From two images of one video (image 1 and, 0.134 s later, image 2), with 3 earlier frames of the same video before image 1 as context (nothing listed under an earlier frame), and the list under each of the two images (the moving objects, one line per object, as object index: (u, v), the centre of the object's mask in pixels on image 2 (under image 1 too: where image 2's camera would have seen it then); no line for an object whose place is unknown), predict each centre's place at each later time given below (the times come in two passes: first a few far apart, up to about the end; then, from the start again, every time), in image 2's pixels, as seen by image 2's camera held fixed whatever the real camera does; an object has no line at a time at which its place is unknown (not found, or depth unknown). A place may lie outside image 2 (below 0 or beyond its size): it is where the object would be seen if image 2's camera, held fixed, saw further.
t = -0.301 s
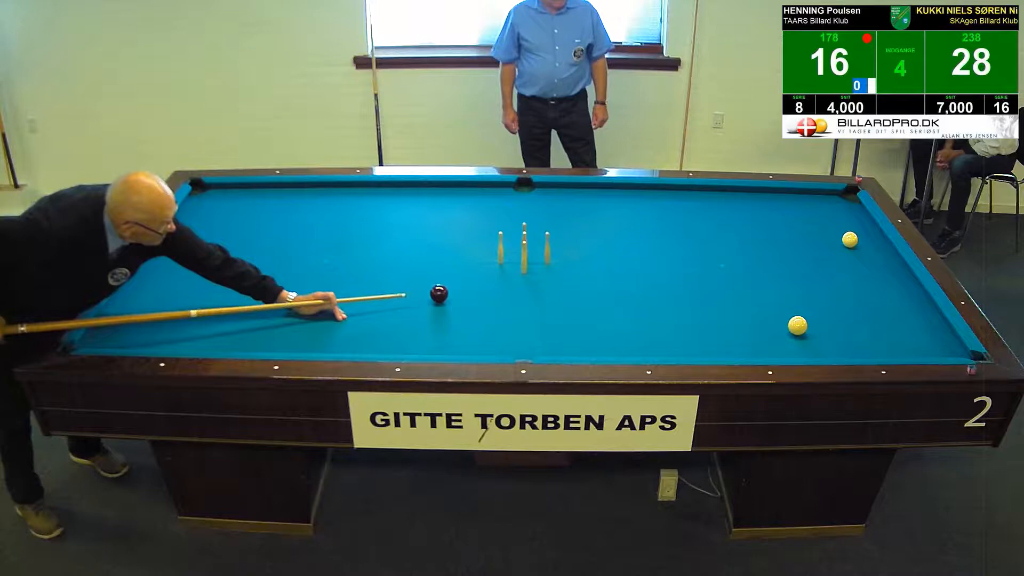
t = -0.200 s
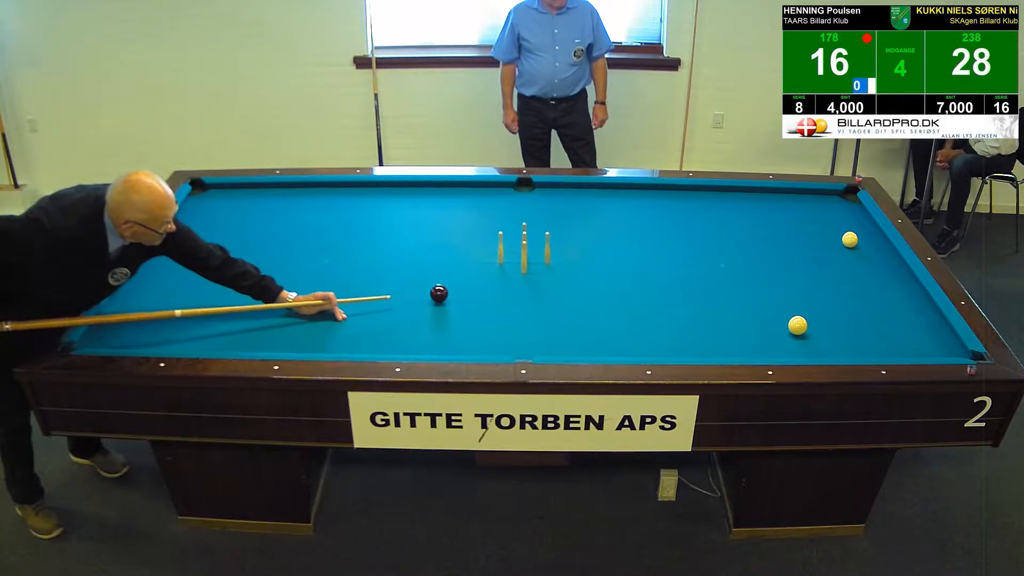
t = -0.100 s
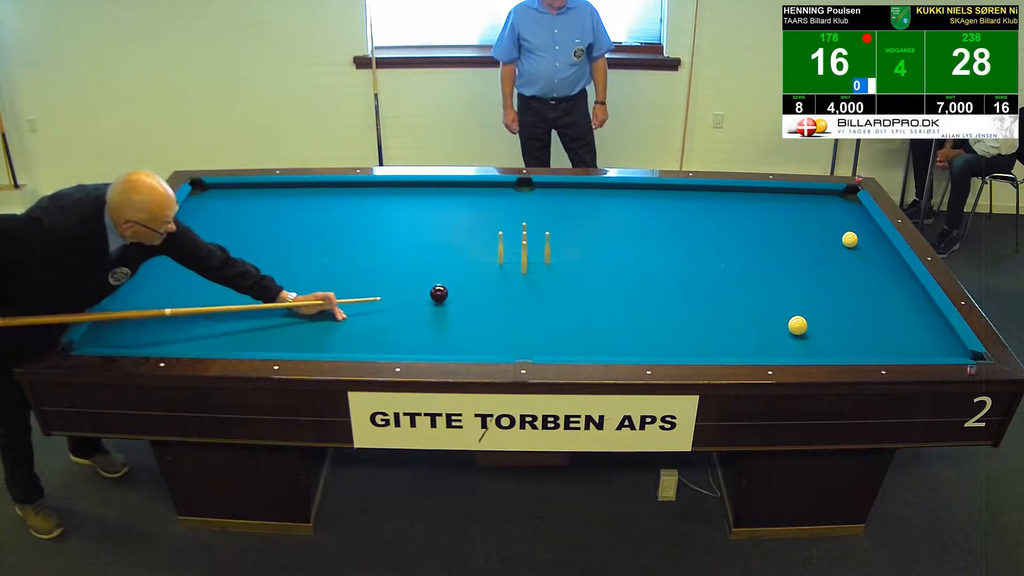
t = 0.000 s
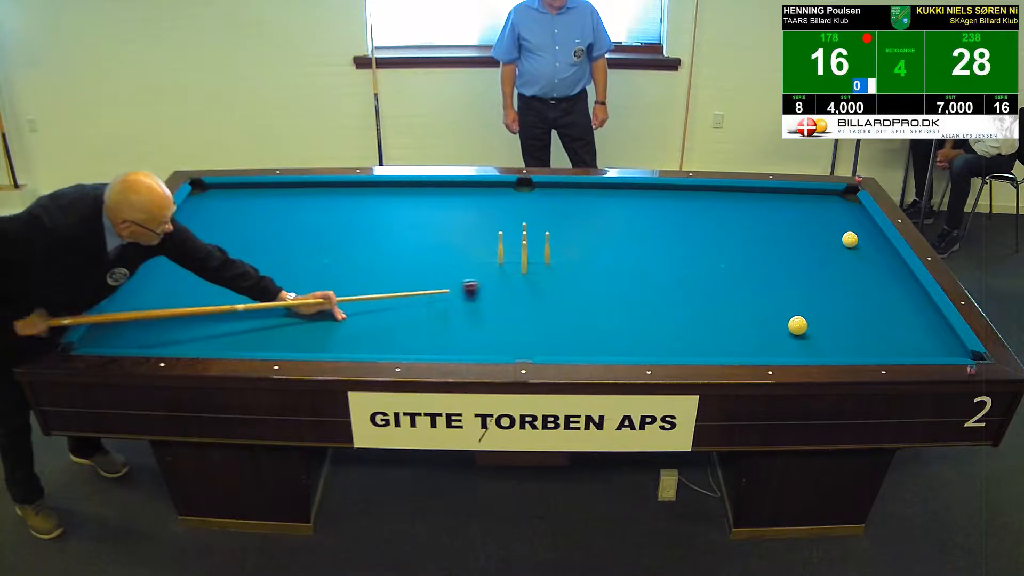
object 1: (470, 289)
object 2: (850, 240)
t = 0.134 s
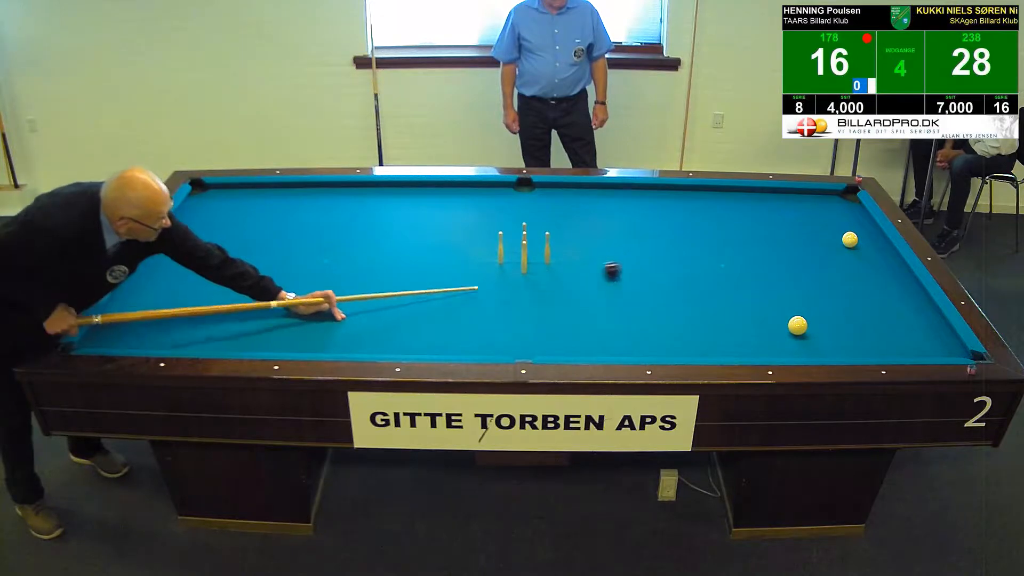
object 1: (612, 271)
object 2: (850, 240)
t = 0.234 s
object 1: (703, 258)
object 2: (850, 240)
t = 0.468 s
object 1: (833, 237)
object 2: (883, 239)
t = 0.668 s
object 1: (839, 224)
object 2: (790, 234)
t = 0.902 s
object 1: (852, 211)
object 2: (691, 229)
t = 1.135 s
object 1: (844, 197)
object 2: (592, 226)
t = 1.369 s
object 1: (827, 198)
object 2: (493, 222)
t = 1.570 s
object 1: (816, 205)
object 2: (410, 220)
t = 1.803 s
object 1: (802, 213)
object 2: (317, 218)
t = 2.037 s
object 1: (788, 221)
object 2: (230, 217)
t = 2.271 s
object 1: (773, 229)
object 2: (199, 215)
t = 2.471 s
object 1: (760, 236)
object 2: (247, 215)
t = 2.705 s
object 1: (745, 245)
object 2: (299, 214)
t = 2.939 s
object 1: (729, 254)
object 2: (352, 214)
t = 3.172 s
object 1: (713, 263)
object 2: (404, 214)
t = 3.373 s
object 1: (699, 271)
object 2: (449, 214)
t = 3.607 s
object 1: (683, 280)
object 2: (501, 214)
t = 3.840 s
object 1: (666, 290)
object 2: (553, 215)
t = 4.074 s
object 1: (649, 299)
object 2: (603, 216)
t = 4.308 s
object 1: (632, 309)
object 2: (652, 217)
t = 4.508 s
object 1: (618, 318)
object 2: (693, 218)
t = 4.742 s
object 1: (600, 327)
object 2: (739, 219)
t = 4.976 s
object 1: (583, 337)
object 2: (784, 221)
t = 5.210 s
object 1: (565, 346)
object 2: (826, 222)
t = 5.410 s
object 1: (550, 351)
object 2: (861, 223)
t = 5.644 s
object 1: (539, 347)
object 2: (852, 223)
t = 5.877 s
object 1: (529, 343)
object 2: (829, 223)
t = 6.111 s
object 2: (805, 222)
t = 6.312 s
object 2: (785, 221)
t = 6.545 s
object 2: (762, 221)
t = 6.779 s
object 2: (740, 220)
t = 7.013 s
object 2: (718, 220)
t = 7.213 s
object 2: (700, 219)
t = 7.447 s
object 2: (679, 219)
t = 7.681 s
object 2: (658, 218)
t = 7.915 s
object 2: (638, 218)
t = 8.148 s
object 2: (619, 218)
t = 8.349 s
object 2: (603, 217)
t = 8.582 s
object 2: (585, 217)
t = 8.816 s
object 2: (568, 217)
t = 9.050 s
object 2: (552, 217)
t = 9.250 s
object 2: (538, 217)
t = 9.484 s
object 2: (523, 216)
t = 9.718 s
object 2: (508, 216)
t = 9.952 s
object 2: (495, 217)
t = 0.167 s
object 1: (644, 267)
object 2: (850, 240)
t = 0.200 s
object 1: (675, 262)
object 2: (850, 240)
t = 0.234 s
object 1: (703, 258)
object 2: (850, 240)
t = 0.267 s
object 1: (730, 255)
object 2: (850, 240)
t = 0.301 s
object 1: (757, 252)
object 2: (850, 240)
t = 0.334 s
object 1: (782, 248)
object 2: (850, 240)
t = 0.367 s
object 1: (805, 245)
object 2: (850, 240)
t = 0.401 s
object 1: (827, 242)
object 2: (850, 240)
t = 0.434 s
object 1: (835, 239)
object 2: (864, 239)
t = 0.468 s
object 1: (833, 237)
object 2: (883, 239)
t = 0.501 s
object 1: (833, 235)
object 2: (868, 238)
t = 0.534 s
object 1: (833, 233)
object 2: (852, 237)
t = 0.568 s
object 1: (832, 226)
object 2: (835, 236)
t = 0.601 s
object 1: (834, 228)
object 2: (819, 236)
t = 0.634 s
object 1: (837, 226)
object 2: (804, 235)
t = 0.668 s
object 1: (839, 224)
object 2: (790, 234)
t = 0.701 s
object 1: (840, 222)
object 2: (775, 233)
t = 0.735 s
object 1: (842, 220)
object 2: (761, 233)
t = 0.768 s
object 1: (844, 219)
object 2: (747, 232)
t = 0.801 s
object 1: (846, 216)
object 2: (733, 231)
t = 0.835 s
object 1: (848, 214)
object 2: (719, 231)
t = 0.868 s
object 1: (850, 213)
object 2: (705, 230)
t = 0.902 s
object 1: (852, 211)
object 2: (691, 229)
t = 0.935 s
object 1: (854, 209)
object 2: (677, 229)
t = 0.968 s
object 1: (855, 208)
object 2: (663, 228)
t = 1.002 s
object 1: (857, 206)
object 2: (649, 228)
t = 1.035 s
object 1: (853, 204)
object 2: (634, 227)
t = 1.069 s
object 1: (851, 202)
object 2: (620, 227)
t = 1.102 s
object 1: (847, 199)
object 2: (606, 226)
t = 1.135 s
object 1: (844, 197)
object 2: (592, 226)
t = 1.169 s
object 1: (840, 196)
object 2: (578, 225)
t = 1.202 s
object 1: (837, 194)
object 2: (563, 225)
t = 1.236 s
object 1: (835, 195)
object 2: (549, 224)
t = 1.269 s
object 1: (833, 196)
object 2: (536, 224)
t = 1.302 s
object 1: (831, 197)
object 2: (521, 223)
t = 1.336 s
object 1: (829, 197)
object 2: (507, 223)
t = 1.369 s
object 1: (827, 198)
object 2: (493, 222)
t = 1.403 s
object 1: (825, 199)
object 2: (479, 222)
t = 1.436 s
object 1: (823, 200)
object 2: (465, 222)
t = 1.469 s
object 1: (821, 202)
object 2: (452, 221)
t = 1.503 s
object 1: (820, 203)
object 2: (437, 221)
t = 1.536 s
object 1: (818, 204)
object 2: (423, 220)
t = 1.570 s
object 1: (816, 205)
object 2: (410, 220)
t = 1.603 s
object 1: (814, 206)
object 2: (396, 220)
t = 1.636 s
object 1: (812, 207)
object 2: (383, 219)
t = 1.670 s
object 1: (810, 208)
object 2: (370, 219)
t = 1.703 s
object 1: (808, 209)
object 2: (356, 219)
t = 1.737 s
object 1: (806, 211)
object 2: (343, 219)
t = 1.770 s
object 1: (804, 212)
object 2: (330, 218)
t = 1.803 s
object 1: (802, 213)
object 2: (317, 218)
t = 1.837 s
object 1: (800, 214)
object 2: (304, 218)
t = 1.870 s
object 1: (798, 215)
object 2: (291, 218)
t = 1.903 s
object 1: (796, 216)
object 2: (279, 217)
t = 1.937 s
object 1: (794, 217)
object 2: (266, 217)
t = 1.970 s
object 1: (792, 219)
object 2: (254, 217)
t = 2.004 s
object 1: (790, 220)
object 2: (242, 217)
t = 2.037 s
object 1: (788, 221)
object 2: (230, 217)
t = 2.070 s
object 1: (786, 222)
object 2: (217, 216)
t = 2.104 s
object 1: (783, 223)
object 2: (205, 216)
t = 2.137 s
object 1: (781, 225)
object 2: (194, 216)
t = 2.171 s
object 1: (779, 226)
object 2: (182, 216)
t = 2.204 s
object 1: (777, 227)
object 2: (180, 216)
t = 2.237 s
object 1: (775, 228)
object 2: (189, 216)
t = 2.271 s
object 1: (773, 229)
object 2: (199, 215)
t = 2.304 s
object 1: (771, 231)
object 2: (208, 215)
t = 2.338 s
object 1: (769, 232)
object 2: (217, 215)
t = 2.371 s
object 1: (767, 233)
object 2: (225, 215)
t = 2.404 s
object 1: (764, 234)
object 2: (233, 215)
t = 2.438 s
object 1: (762, 235)
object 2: (240, 215)
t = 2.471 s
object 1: (760, 236)
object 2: (247, 215)
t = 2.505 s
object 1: (758, 238)
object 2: (255, 215)
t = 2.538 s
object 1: (756, 239)
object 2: (262, 215)
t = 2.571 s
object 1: (754, 240)
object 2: (270, 214)
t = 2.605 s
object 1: (751, 241)
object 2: (277, 214)
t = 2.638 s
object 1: (749, 243)
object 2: (284, 214)
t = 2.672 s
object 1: (747, 244)
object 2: (292, 214)
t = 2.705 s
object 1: (745, 245)
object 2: (299, 214)
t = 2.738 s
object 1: (743, 246)
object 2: (307, 214)
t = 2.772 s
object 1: (740, 248)
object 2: (314, 214)
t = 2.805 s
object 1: (738, 249)
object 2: (322, 214)
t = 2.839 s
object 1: (736, 250)
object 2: (329, 214)
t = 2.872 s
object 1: (734, 252)
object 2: (336, 214)
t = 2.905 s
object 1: (732, 253)
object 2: (344, 214)
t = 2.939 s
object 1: (729, 254)
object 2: (352, 214)
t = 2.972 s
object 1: (727, 255)
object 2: (359, 214)
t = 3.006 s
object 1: (725, 257)
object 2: (367, 214)
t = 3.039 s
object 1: (723, 258)
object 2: (374, 214)
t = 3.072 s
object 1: (720, 259)
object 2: (382, 214)
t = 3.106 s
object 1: (718, 260)
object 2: (389, 214)
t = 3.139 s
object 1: (716, 262)
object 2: (397, 214)
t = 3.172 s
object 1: (713, 263)
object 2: (404, 214)
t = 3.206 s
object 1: (711, 264)
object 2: (412, 214)
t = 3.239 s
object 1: (709, 266)
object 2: (419, 214)
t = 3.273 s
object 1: (706, 267)
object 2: (427, 214)
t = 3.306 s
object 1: (704, 268)
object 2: (434, 214)
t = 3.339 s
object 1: (702, 270)
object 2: (442, 214)
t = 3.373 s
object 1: (699, 271)
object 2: (449, 214)
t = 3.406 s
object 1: (697, 272)
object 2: (457, 214)
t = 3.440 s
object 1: (695, 274)
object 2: (464, 214)
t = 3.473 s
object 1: (692, 275)
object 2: (472, 214)
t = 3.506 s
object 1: (690, 276)
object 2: (479, 214)
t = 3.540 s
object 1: (688, 278)
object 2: (486, 214)
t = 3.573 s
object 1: (685, 279)
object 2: (494, 214)
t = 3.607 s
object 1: (683, 280)
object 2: (501, 214)
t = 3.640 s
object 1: (681, 282)
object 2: (509, 215)
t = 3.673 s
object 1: (678, 283)
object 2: (516, 215)
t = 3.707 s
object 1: (676, 284)
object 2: (524, 214)
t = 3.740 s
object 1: (673, 286)
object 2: (531, 215)
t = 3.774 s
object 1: (671, 287)
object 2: (538, 215)
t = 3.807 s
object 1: (668, 288)
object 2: (545, 215)
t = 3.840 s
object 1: (666, 290)
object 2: (553, 215)
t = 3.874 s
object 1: (664, 291)
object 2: (560, 215)
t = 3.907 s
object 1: (661, 292)
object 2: (567, 215)
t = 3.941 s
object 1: (659, 294)
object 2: (574, 216)
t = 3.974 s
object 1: (657, 295)
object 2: (582, 216)
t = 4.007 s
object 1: (654, 296)
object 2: (589, 216)
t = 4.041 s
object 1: (652, 298)
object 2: (596, 216)
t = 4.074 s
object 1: (649, 299)
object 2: (603, 216)
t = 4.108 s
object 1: (647, 301)
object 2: (610, 216)
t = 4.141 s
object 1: (644, 302)
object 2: (617, 216)
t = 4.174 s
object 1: (642, 303)
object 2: (624, 216)
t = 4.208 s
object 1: (640, 305)
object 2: (631, 216)
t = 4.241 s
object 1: (637, 306)
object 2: (638, 217)
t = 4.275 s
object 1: (635, 307)
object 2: (645, 217)
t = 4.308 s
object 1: (632, 309)
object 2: (652, 217)
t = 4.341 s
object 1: (630, 310)
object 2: (659, 217)
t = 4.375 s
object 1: (627, 312)
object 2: (666, 217)
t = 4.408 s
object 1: (625, 313)
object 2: (673, 217)
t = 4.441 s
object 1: (623, 314)
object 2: (679, 218)
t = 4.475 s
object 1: (620, 316)
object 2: (686, 218)
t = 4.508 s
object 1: (618, 318)
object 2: (693, 218)
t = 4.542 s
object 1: (615, 319)
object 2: (700, 218)
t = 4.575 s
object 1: (613, 320)
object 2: (706, 218)
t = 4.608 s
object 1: (610, 321)
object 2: (713, 218)
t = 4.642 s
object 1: (608, 323)
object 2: (719, 219)
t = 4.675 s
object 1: (605, 325)
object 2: (726, 219)
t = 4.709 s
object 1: (603, 326)
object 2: (733, 219)
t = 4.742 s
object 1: (600, 327)
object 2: (739, 219)
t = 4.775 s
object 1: (598, 328)
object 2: (746, 219)
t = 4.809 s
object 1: (595, 330)
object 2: (752, 220)
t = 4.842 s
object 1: (593, 331)
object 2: (759, 220)
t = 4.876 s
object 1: (590, 333)
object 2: (765, 220)
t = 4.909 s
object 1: (588, 334)
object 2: (771, 220)
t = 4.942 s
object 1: (585, 335)
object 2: (777, 220)
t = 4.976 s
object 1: (583, 337)
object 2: (784, 221)
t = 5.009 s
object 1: (580, 339)
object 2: (790, 221)
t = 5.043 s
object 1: (578, 339)
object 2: (796, 221)
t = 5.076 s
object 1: (575, 341)
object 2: (802, 221)
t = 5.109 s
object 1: (572, 342)
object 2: (808, 221)
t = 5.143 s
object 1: (570, 343)
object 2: (814, 221)
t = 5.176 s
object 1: (567, 345)
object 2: (821, 222)
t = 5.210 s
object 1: (565, 346)
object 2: (826, 222)
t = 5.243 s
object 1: (562, 347)
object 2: (832, 222)
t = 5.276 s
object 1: (560, 348)
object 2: (838, 222)
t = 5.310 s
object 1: (557, 349)
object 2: (844, 223)
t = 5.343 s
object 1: (555, 349)
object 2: (850, 223)
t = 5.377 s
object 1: (552, 350)
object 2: (856, 223)
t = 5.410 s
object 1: (550, 351)
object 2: (861, 223)
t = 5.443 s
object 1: (548, 350)
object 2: (867, 223)
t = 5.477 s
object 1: (546, 350)
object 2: (871, 223)
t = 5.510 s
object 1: (545, 349)
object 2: (867, 223)
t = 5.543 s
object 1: (543, 349)
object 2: (862, 223)
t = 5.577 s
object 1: (542, 348)
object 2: (859, 223)
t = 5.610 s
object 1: (540, 348)
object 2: (856, 223)
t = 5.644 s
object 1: (539, 347)
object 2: (852, 223)
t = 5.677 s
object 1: (537, 347)
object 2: (849, 223)
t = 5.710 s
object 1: (536, 346)
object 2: (845, 223)
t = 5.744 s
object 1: (534, 346)
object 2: (842, 223)
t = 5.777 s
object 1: (533, 345)
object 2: (839, 223)
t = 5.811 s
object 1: (531, 344)
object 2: (835, 223)
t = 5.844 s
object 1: (530, 343)
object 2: (832, 223)
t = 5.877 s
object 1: (529, 343)
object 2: (829, 223)
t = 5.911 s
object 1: (527, 342)
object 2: (825, 222)
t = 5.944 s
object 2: (822, 222)
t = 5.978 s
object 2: (818, 222)
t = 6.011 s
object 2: (815, 222)
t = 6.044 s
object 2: (812, 222)
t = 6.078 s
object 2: (808, 222)
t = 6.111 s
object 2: (805, 222)
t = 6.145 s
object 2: (802, 222)
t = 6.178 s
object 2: (798, 222)
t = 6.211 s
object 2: (795, 221)
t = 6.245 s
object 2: (792, 221)
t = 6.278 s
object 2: (788, 221)
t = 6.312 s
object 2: (785, 221)
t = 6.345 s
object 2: (782, 221)
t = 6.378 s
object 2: (779, 221)
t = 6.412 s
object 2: (776, 221)
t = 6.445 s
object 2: (772, 221)
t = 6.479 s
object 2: (769, 221)
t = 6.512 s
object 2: (766, 221)
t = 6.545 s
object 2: (762, 221)
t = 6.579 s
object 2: (759, 221)
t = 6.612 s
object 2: (756, 221)
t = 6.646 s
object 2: (753, 220)
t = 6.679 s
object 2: (750, 220)
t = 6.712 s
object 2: (746, 220)
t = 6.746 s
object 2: (743, 220)
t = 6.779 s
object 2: (740, 220)
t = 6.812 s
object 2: (737, 220)
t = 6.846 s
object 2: (734, 220)
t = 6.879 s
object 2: (731, 220)
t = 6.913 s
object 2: (728, 220)
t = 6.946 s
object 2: (724, 220)
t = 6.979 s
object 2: (721, 220)
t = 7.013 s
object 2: (718, 220)
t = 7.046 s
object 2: (715, 220)
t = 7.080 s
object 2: (712, 220)
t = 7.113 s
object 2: (709, 220)
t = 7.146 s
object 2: (706, 219)
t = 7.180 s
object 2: (703, 219)
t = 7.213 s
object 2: (700, 219)
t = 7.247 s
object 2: (697, 219)
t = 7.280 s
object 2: (694, 219)
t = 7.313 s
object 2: (691, 219)
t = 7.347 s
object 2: (687, 219)
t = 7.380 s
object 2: (685, 219)
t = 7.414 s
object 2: (682, 219)
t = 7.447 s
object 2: (679, 219)
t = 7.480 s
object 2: (676, 219)
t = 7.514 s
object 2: (673, 219)
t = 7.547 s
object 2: (670, 219)
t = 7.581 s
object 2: (667, 219)
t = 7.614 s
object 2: (664, 218)
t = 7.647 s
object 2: (661, 218)
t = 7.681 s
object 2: (658, 218)
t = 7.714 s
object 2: (655, 218)
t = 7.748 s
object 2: (652, 218)
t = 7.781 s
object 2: (650, 218)
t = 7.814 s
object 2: (647, 218)
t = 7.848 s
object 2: (644, 218)
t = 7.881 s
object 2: (641, 218)
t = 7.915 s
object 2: (638, 218)
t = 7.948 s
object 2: (635, 218)
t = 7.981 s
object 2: (633, 218)
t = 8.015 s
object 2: (630, 218)
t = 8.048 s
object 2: (627, 218)
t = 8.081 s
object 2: (625, 218)
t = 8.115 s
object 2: (622, 218)
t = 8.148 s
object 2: (619, 218)
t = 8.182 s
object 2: (617, 218)
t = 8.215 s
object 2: (614, 218)
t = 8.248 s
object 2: (611, 218)
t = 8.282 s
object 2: (608, 218)
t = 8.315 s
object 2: (606, 218)
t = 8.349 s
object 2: (603, 217)
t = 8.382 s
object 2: (601, 217)
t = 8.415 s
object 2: (598, 217)
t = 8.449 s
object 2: (595, 217)
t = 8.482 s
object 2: (593, 217)
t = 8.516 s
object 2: (590, 217)
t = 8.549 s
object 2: (588, 217)
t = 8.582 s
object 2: (585, 217)
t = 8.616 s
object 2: (583, 217)
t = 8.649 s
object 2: (580, 217)
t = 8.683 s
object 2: (578, 217)
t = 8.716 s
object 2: (575, 217)
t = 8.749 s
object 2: (573, 217)
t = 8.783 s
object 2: (570, 217)
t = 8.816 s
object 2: (568, 217)
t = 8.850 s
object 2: (565, 217)
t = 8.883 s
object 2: (563, 217)
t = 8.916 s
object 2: (561, 217)
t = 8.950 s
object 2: (558, 217)
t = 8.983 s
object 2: (556, 217)
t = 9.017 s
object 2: (554, 217)
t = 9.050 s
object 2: (552, 217)
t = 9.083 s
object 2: (549, 217)
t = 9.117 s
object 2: (547, 217)
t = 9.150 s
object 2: (545, 217)
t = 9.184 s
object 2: (542, 217)
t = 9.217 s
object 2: (540, 216)
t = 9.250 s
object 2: (538, 217)
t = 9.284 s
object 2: (536, 217)
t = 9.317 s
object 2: (533, 217)
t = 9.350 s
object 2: (531, 217)
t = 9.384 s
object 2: (529, 216)
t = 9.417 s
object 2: (527, 216)
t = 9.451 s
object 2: (525, 216)
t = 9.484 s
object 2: (523, 216)
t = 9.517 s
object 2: (520, 216)
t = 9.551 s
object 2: (518, 216)
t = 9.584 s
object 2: (516, 217)
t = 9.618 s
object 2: (514, 217)
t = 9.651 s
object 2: (512, 216)
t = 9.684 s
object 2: (510, 217)
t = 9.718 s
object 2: (508, 216)
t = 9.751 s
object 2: (506, 217)
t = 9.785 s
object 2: (504, 216)
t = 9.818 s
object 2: (502, 216)
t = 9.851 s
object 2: (500, 216)
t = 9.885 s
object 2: (498, 217)
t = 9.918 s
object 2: (496, 216)
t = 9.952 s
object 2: (495, 217)
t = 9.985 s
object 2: (493, 216)
